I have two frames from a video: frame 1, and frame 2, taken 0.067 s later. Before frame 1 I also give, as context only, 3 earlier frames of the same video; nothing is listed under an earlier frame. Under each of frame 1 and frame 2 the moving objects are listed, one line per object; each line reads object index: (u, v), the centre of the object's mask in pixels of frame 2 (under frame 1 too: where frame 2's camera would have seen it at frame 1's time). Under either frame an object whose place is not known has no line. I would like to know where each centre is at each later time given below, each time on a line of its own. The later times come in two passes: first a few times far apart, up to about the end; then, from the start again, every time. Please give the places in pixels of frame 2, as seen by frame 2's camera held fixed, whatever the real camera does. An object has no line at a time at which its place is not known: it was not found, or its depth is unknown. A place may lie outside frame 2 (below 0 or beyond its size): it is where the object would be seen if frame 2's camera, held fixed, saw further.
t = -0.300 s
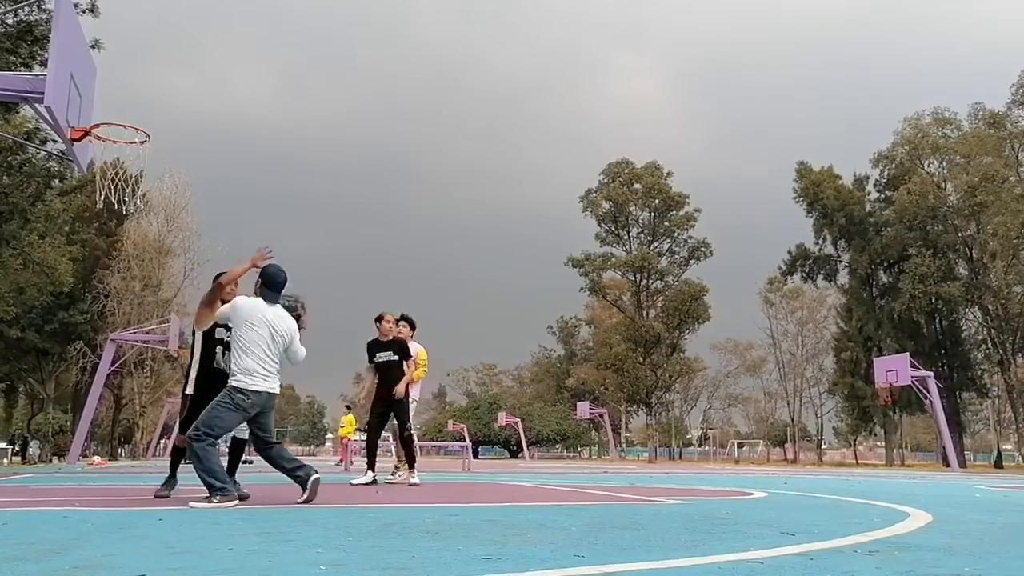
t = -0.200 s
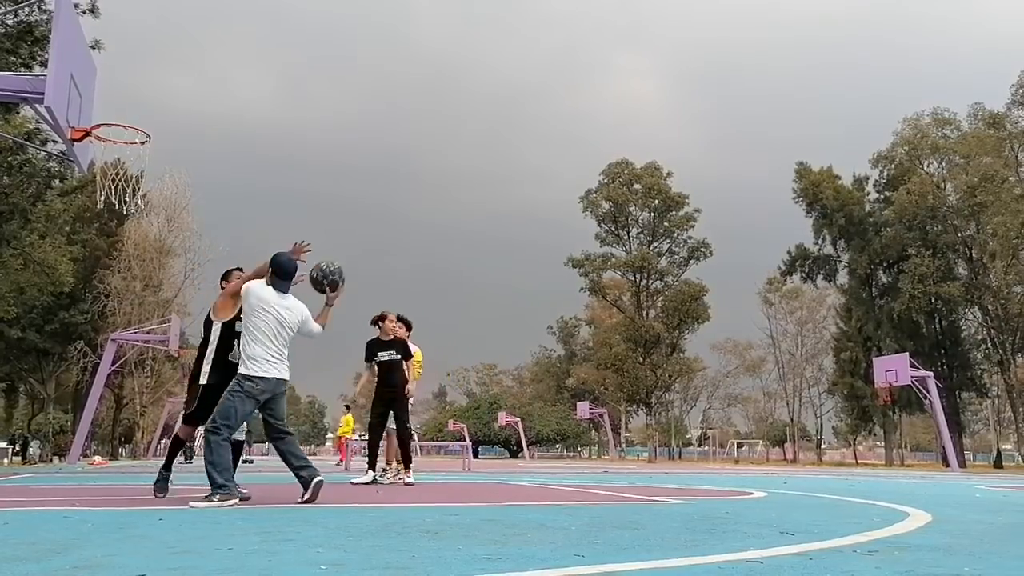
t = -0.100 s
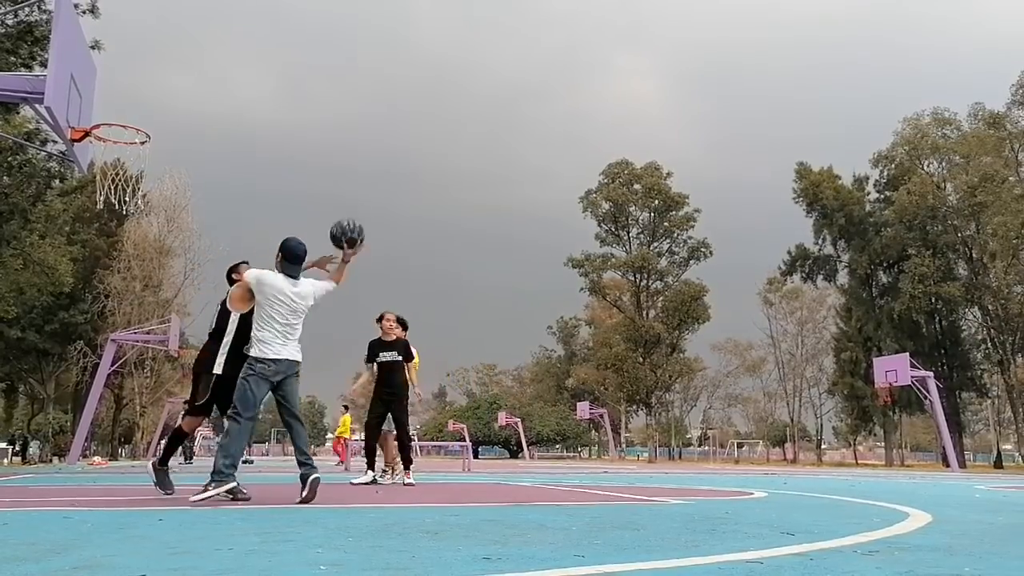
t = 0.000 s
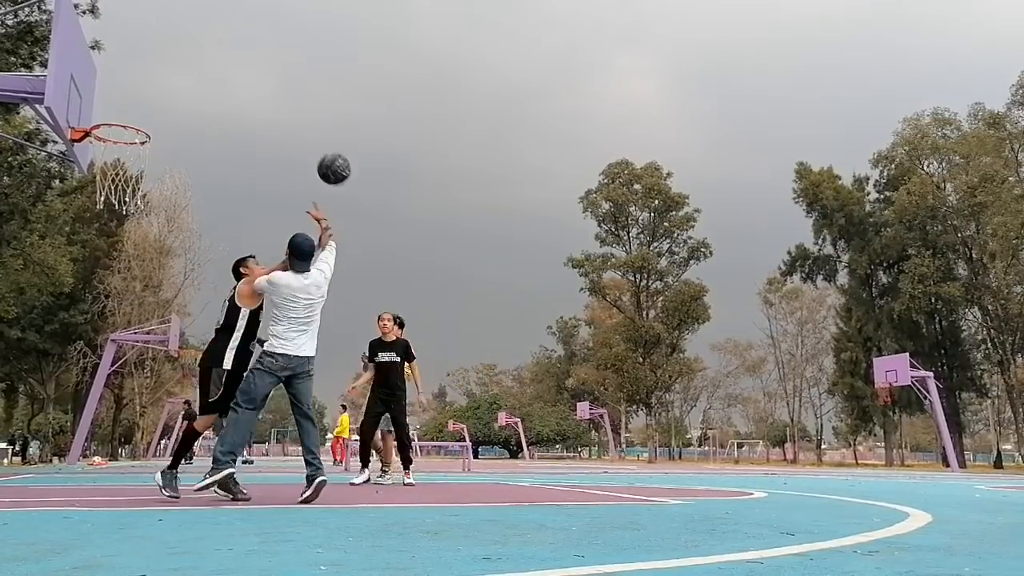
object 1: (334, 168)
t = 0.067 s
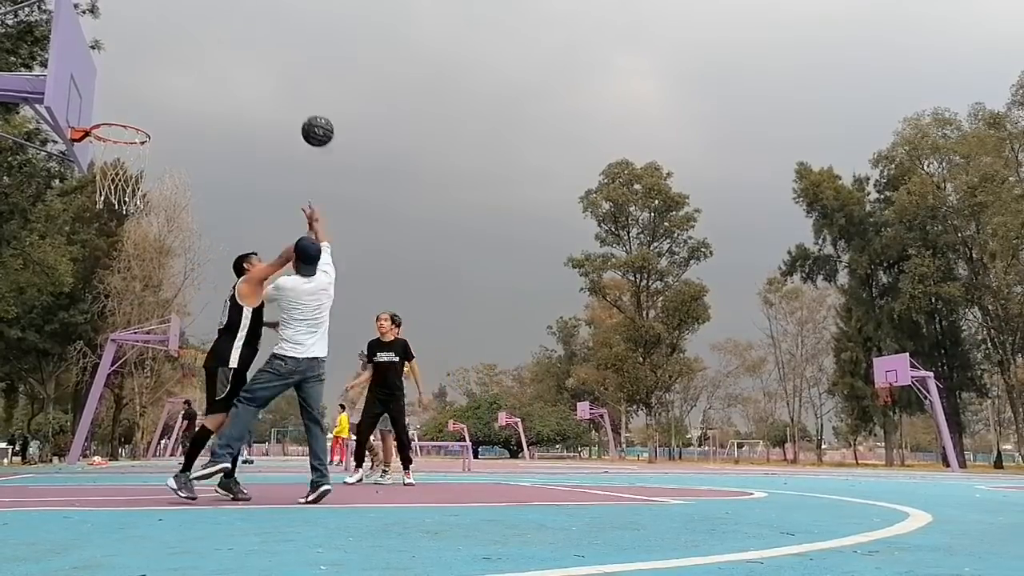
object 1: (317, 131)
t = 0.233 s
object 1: (279, 66)
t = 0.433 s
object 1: (237, 34)
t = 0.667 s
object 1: (190, 52)
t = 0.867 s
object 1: (150, 108)
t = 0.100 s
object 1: (310, 114)
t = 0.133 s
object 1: (302, 100)
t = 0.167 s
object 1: (294, 87)
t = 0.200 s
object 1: (287, 76)
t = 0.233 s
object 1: (279, 66)
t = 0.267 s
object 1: (272, 57)
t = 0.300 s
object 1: (265, 50)
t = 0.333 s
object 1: (258, 44)
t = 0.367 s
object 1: (251, 39)
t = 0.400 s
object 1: (244, 36)
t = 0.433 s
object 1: (237, 34)
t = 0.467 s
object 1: (230, 33)
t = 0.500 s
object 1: (223, 33)
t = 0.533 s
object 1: (217, 35)
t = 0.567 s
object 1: (210, 38)
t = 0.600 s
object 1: (203, 41)
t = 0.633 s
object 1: (196, 46)
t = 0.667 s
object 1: (190, 52)
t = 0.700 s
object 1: (183, 58)
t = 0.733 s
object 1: (177, 67)
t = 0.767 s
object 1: (170, 75)
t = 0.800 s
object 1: (163, 85)
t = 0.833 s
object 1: (157, 96)
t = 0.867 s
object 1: (150, 108)
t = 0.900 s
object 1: (144, 120)
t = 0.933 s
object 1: (137, 135)
